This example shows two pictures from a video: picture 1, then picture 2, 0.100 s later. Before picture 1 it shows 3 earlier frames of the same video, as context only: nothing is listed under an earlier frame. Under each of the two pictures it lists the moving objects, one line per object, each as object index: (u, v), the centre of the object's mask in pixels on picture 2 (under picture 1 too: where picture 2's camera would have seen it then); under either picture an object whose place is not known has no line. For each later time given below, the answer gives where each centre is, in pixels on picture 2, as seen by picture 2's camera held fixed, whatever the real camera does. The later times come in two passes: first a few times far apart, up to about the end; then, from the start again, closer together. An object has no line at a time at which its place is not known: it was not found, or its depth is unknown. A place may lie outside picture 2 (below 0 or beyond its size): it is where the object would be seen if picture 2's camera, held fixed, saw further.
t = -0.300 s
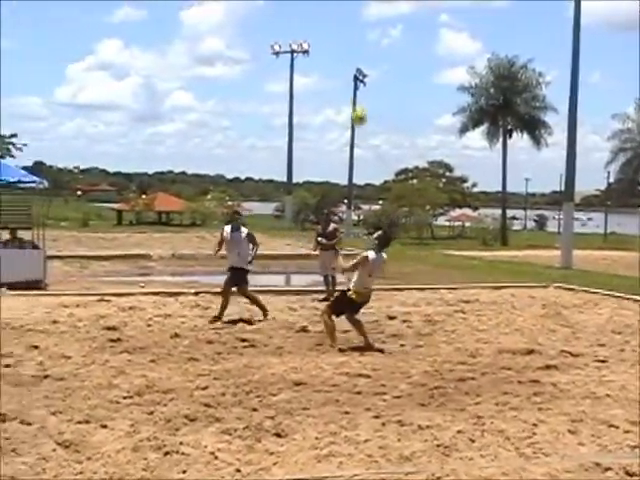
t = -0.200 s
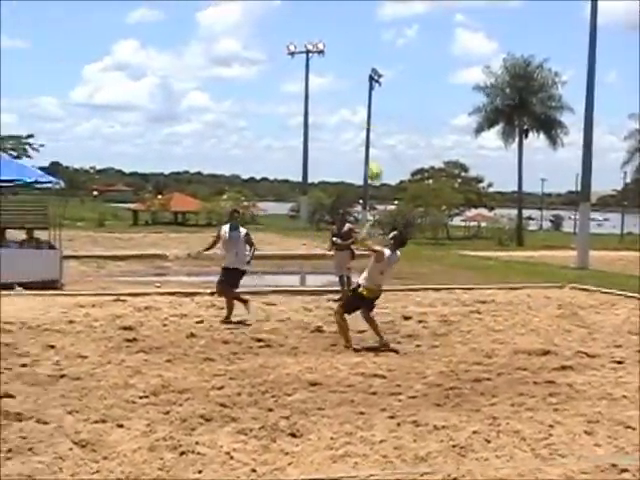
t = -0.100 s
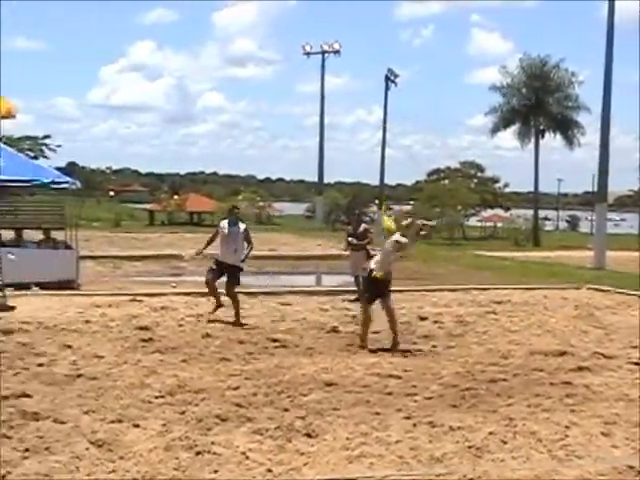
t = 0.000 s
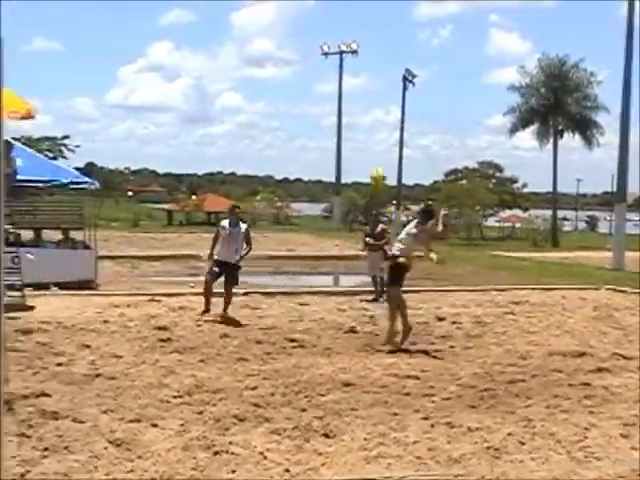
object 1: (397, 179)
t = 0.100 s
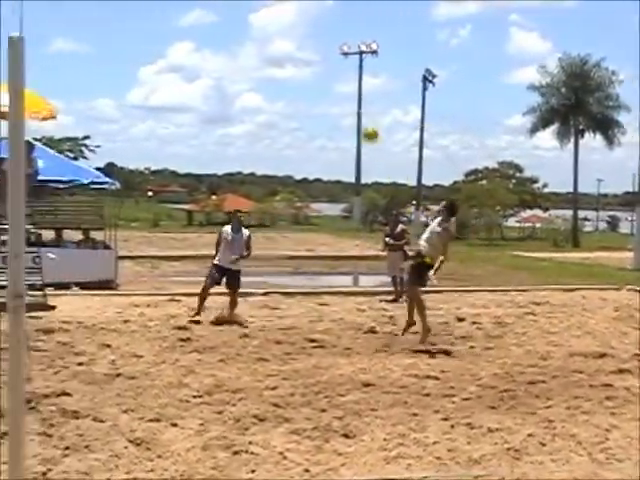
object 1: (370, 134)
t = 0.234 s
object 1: (332, 88)
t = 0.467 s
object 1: (266, 45)
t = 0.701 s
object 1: (200, 44)
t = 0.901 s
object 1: (146, 77)
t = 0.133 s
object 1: (360, 121)
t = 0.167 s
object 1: (350, 109)
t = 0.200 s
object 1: (341, 98)
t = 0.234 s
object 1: (332, 88)
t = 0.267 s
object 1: (323, 80)
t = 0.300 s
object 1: (314, 71)
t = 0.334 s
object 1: (304, 64)
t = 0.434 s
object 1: (275, 48)
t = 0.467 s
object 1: (266, 45)
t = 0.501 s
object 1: (257, 42)
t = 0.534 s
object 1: (246, 39)
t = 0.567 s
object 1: (237, 38)
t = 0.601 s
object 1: (227, 39)
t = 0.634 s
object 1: (218, 40)
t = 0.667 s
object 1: (210, 41)
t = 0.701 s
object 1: (200, 44)
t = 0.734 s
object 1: (191, 47)
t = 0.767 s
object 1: (182, 51)
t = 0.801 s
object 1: (173, 57)
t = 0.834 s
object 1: (164, 63)
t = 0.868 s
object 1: (155, 70)
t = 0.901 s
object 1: (146, 77)
